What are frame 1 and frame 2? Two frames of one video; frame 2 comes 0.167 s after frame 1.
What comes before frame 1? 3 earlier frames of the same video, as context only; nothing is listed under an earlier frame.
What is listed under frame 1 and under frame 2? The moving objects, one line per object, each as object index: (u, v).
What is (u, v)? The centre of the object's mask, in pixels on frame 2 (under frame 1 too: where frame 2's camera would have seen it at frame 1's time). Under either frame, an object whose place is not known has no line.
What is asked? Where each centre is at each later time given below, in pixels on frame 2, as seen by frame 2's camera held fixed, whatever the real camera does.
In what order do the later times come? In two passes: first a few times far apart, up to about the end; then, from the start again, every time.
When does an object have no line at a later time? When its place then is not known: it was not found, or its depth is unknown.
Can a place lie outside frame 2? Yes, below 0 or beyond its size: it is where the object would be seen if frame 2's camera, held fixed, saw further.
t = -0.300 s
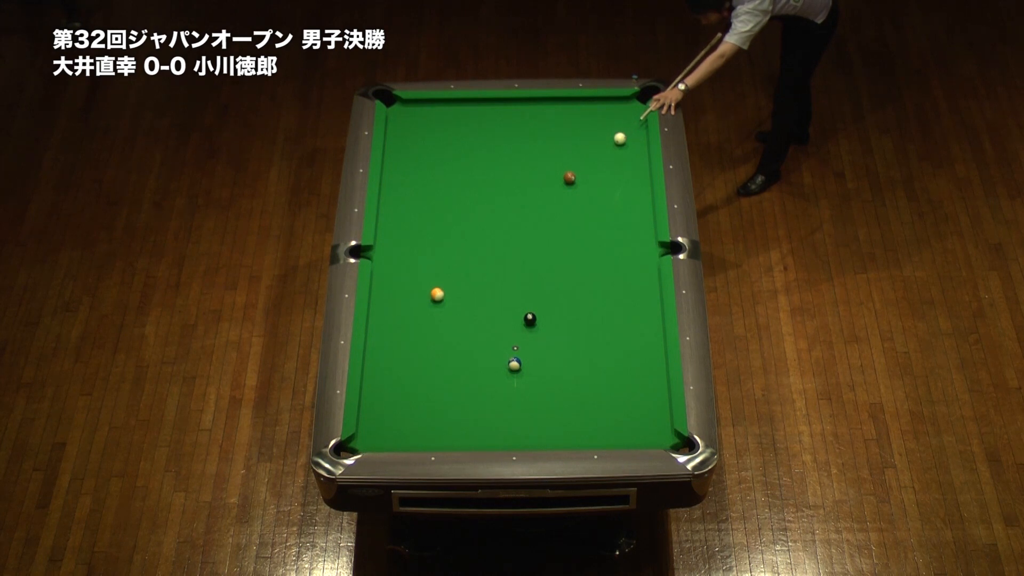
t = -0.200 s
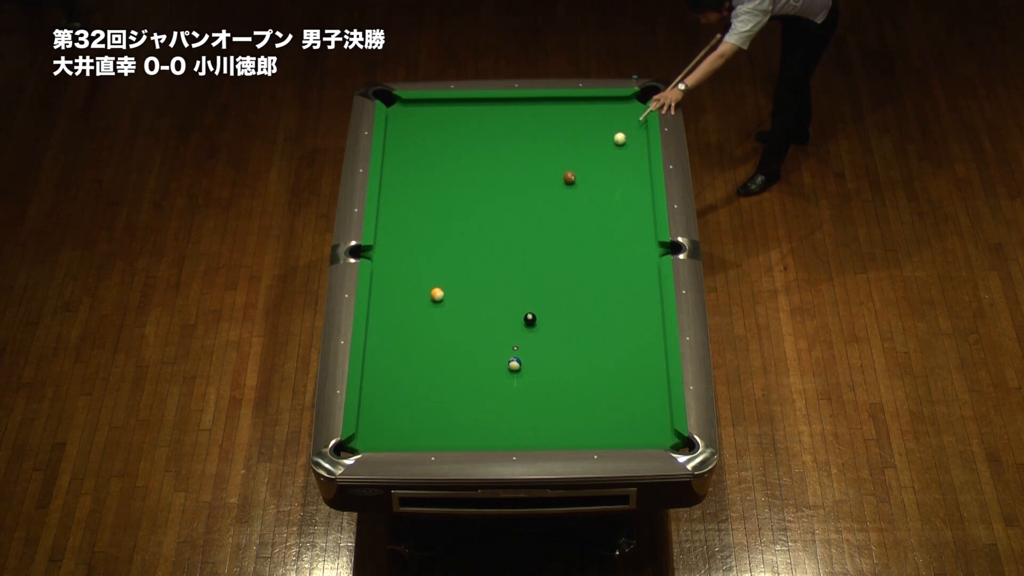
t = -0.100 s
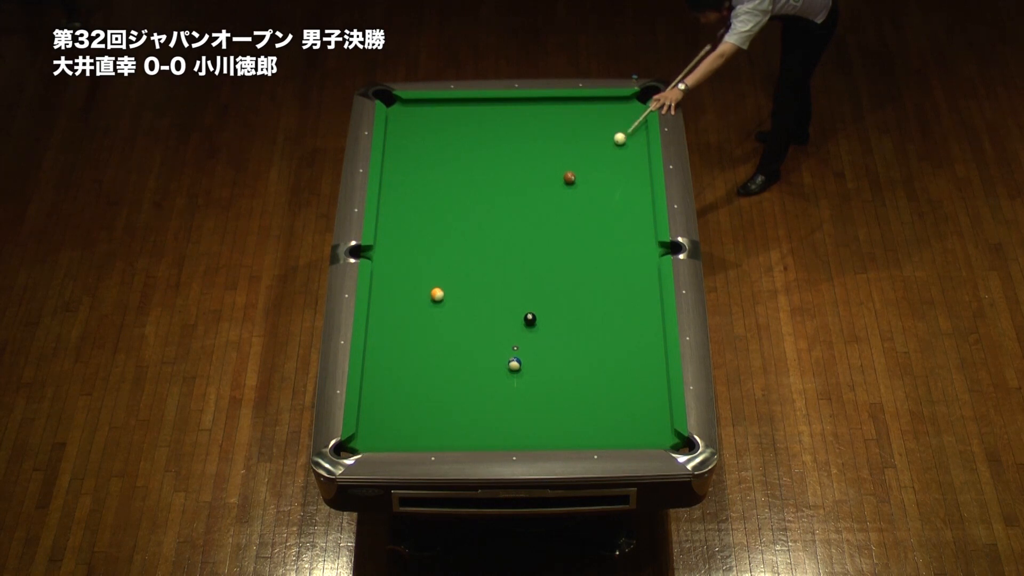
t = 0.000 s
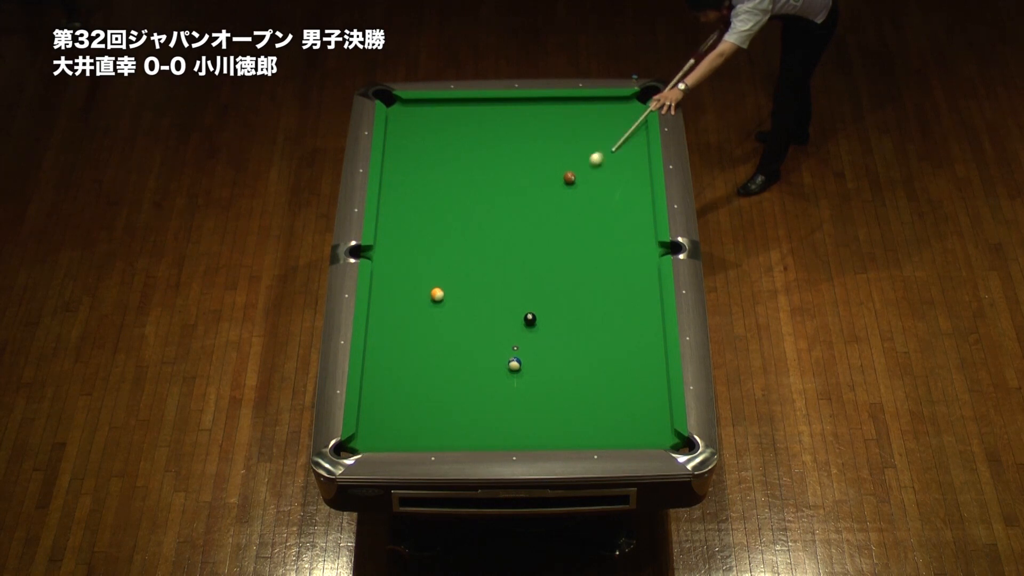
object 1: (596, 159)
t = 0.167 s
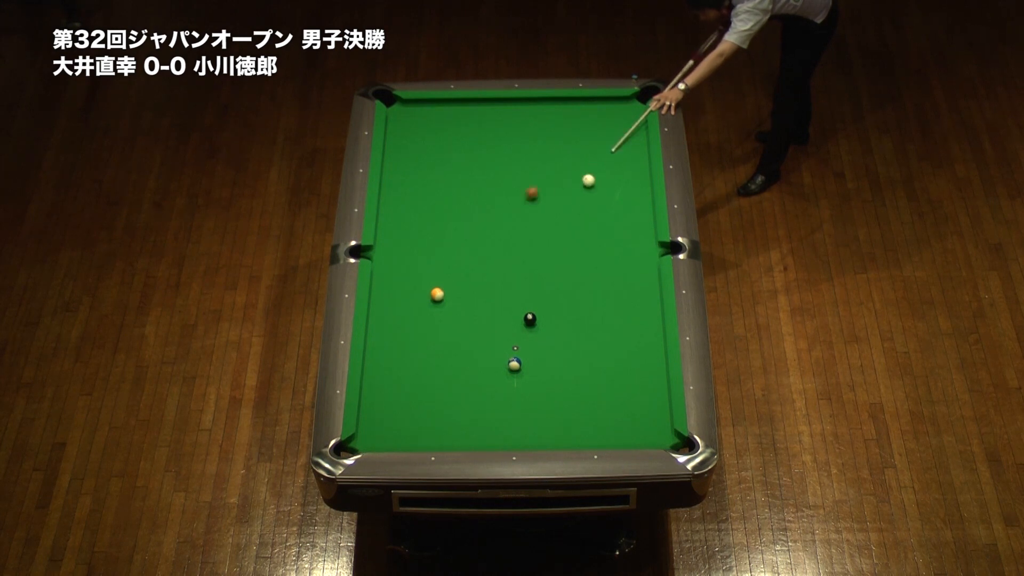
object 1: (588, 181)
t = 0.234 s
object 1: (594, 184)
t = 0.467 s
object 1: (612, 194)
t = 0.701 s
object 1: (629, 204)
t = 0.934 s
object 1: (646, 213)
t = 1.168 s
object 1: (644, 220)
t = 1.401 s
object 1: (638, 227)
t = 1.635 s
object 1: (632, 233)
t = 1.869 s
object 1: (628, 238)
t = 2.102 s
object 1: (623, 243)
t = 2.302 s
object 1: (619, 247)
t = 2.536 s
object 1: (615, 251)
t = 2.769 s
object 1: (612, 255)
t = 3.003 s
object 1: (609, 258)
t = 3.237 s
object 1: (606, 260)
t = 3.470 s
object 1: (604, 263)
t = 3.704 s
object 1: (603, 265)
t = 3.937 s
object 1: (602, 266)
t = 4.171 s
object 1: (602, 266)
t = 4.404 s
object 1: (601, 267)
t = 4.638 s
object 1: (602, 267)
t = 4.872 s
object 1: (601, 267)
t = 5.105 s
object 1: (601, 267)
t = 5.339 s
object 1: (601, 267)
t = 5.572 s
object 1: (601, 267)
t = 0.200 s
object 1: (591, 182)
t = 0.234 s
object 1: (594, 184)
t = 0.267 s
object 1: (596, 185)
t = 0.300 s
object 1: (599, 187)
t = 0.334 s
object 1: (601, 188)
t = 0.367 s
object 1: (604, 190)
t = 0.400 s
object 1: (606, 191)
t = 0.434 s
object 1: (609, 192)
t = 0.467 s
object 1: (612, 194)
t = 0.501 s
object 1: (614, 195)
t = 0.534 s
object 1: (616, 197)
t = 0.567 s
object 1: (619, 198)
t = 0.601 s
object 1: (621, 200)
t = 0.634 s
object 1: (624, 201)
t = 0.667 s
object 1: (626, 202)
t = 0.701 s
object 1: (629, 204)
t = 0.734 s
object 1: (631, 205)
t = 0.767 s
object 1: (634, 206)
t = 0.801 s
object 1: (636, 208)
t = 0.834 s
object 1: (638, 209)
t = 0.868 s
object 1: (641, 210)
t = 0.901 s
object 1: (643, 212)
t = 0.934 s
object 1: (646, 213)
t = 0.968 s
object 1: (648, 214)
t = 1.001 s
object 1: (649, 215)
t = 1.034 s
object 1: (648, 216)
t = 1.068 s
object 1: (647, 217)
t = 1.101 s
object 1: (646, 218)
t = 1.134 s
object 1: (645, 219)
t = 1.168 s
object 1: (644, 220)
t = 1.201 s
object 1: (643, 221)
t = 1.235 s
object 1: (642, 222)
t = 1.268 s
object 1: (641, 223)
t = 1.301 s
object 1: (640, 224)
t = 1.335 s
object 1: (640, 225)
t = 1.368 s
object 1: (639, 226)
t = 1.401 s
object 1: (638, 227)
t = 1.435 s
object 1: (637, 227)
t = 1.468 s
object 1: (636, 228)
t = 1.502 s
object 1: (636, 229)
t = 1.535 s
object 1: (635, 230)
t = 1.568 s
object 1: (634, 231)
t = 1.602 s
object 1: (633, 232)
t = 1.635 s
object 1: (632, 233)
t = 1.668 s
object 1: (632, 233)
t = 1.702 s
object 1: (631, 234)
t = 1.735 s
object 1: (630, 235)
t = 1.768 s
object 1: (630, 236)
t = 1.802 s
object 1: (629, 237)
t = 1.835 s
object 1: (628, 237)
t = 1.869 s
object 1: (628, 238)
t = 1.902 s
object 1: (627, 239)
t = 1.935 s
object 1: (626, 240)
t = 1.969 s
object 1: (625, 240)
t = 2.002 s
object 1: (625, 241)
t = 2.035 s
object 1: (624, 242)
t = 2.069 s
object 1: (623, 243)
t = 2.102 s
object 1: (623, 243)
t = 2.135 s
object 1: (622, 244)
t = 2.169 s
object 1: (621, 244)
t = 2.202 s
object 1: (621, 245)
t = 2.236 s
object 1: (620, 246)
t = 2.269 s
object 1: (620, 246)
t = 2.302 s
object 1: (619, 247)
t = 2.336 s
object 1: (619, 247)
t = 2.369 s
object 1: (618, 248)
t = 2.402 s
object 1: (617, 249)
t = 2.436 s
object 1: (617, 249)
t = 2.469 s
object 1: (616, 250)
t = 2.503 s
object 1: (615, 250)
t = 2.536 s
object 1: (615, 251)
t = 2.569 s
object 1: (615, 252)
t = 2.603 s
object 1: (614, 252)
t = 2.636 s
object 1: (614, 253)
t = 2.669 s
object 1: (613, 253)
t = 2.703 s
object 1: (612, 254)
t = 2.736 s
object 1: (612, 254)
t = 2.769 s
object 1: (612, 255)
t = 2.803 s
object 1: (611, 255)
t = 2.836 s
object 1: (611, 256)
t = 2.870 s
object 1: (610, 256)
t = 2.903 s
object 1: (610, 257)
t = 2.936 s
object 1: (610, 257)
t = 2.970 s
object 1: (609, 258)
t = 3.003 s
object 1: (609, 258)
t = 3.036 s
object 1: (608, 258)
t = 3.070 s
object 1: (608, 259)
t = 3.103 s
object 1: (608, 259)
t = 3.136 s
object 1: (607, 260)
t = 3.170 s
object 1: (607, 260)
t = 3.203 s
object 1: (606, 260)
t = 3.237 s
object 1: (606, 260)
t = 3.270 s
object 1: (606, 261)
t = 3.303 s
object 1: (606, 261)
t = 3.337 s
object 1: (605, 262)
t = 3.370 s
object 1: (605, 262)
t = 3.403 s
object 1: (605, 262)
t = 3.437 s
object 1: (605, 262)
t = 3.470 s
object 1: (604, 263)
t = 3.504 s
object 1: (604, 263)
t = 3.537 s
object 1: (604, 263)
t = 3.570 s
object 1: (604, 264)
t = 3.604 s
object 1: (604, 264)
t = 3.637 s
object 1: (604, 264)
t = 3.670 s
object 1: (603, 264)
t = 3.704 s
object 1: (603, 265)
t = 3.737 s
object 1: (603, 265)
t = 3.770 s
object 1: (603, 265)
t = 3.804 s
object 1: (603, 265)
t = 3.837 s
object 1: (603, 265)
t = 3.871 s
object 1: (602, 265)
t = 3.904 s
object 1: (602, 266)
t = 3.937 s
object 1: (602, 266)
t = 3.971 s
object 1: (602, 266)
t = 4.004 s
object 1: (602, 266)
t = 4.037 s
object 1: (602, 266)
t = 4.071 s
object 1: (602, 266)
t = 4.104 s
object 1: (602, 266)
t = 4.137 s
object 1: (602, 266)
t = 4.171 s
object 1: (602, 266)
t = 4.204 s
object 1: (602, 267)
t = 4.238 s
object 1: (602, 267)
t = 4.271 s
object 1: (602, 267)
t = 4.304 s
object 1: (602, 267)
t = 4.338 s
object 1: (601, 267)
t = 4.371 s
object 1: (602, 267)
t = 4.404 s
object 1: (601, 267)
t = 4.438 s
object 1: (601, 267)
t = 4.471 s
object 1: (601, 267)
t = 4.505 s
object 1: (602, 267)
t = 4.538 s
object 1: (601, 267)
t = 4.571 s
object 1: (602, 267)
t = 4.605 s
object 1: (601, 267)
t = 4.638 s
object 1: (602, 267)
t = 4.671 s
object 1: (601, 267)
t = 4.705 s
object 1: (601, 267)
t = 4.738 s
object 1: (602, 267)
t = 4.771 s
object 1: (601, 267)
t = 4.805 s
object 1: (601, 267)
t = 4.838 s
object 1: (601, 267)
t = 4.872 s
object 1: (601, 267)
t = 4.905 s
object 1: (601, 267)
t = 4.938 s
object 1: (601, 267)
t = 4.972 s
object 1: (601, 267)
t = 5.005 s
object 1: (601, 267)
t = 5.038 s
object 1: (601, 267)
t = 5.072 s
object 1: (601, 267)
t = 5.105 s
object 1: (601, 267)
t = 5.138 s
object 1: (601, 267)
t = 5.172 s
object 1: (601, 267)
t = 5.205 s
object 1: (601, 267)
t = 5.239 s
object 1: (601, 267)
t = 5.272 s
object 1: (601, 267)
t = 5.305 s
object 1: (602, 267)
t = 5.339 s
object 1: (601, 267)
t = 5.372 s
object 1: (601, 267)
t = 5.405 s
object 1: (601, 267)
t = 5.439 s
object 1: (602, 267)
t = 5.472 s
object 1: (601, 267)
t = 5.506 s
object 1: (601, 267)
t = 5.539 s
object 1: (601, 267)
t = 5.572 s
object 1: (601, 267)
